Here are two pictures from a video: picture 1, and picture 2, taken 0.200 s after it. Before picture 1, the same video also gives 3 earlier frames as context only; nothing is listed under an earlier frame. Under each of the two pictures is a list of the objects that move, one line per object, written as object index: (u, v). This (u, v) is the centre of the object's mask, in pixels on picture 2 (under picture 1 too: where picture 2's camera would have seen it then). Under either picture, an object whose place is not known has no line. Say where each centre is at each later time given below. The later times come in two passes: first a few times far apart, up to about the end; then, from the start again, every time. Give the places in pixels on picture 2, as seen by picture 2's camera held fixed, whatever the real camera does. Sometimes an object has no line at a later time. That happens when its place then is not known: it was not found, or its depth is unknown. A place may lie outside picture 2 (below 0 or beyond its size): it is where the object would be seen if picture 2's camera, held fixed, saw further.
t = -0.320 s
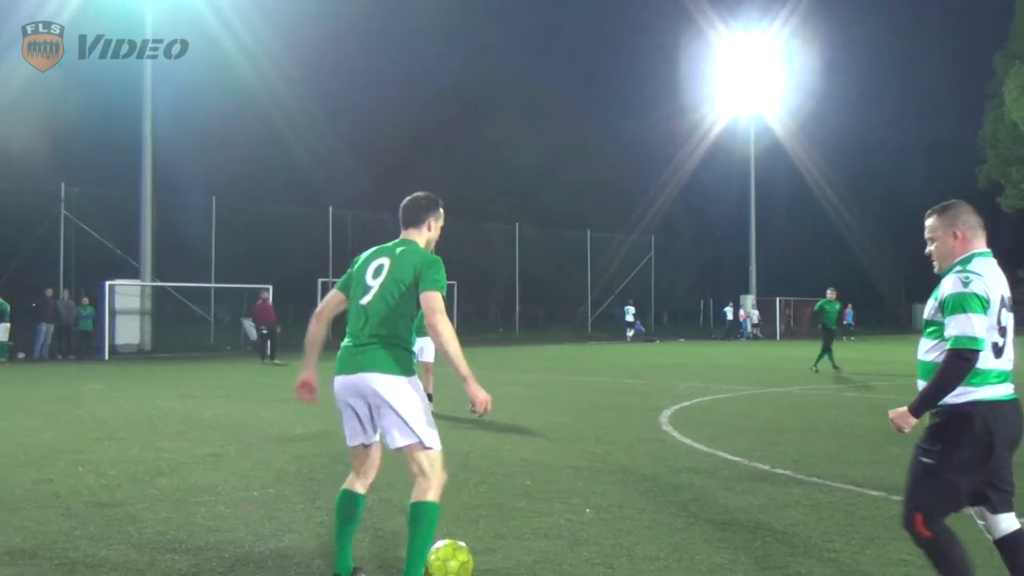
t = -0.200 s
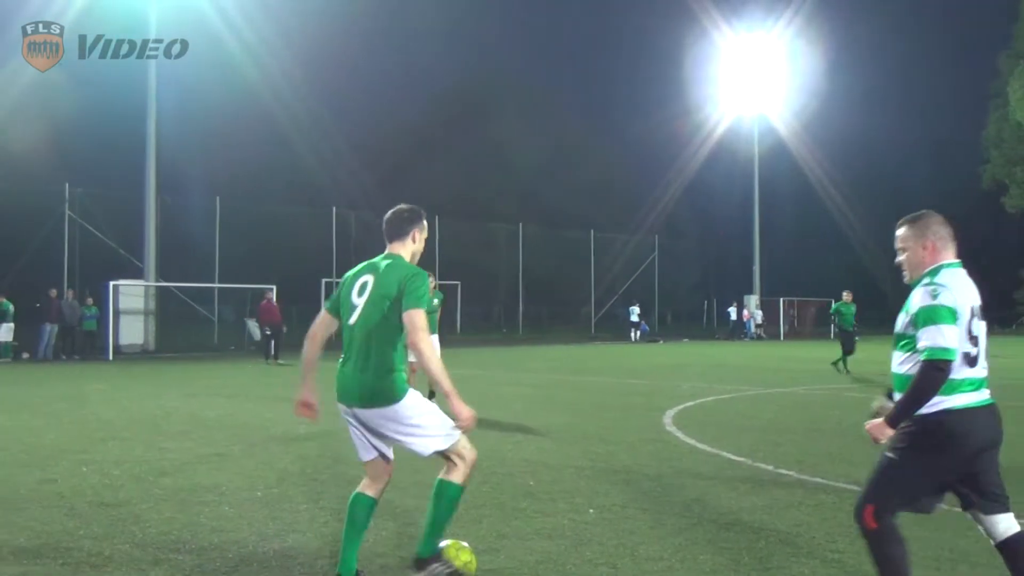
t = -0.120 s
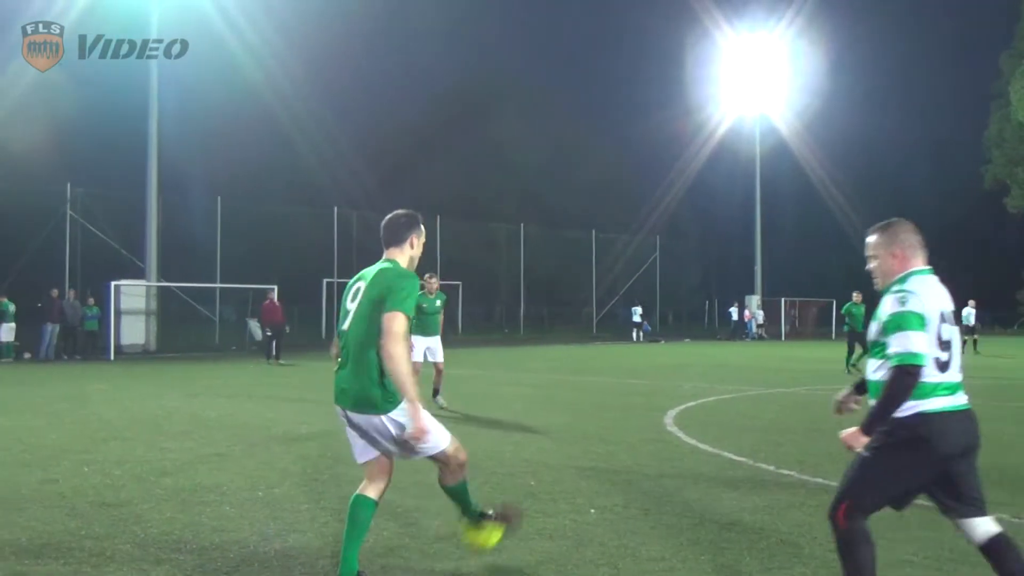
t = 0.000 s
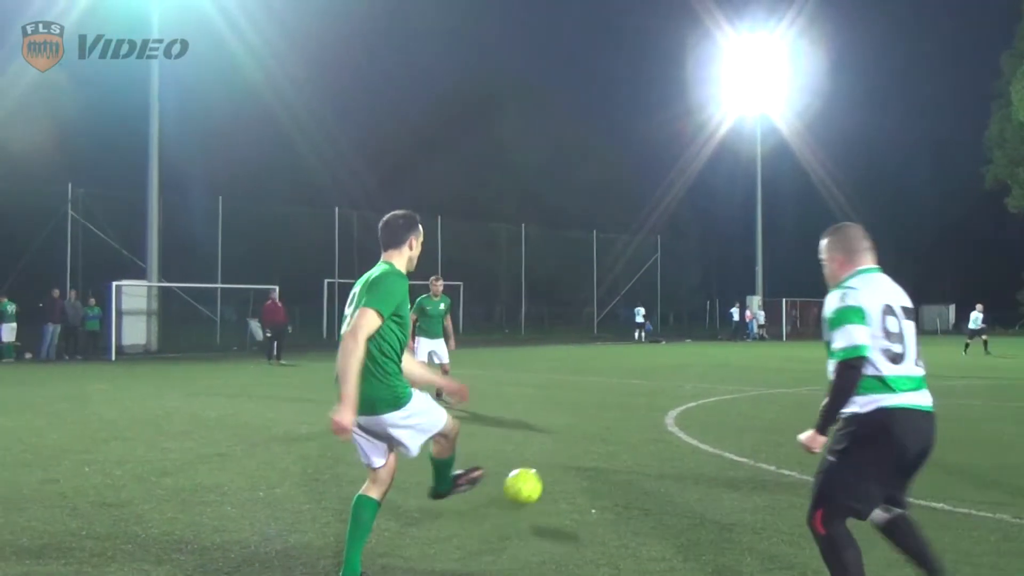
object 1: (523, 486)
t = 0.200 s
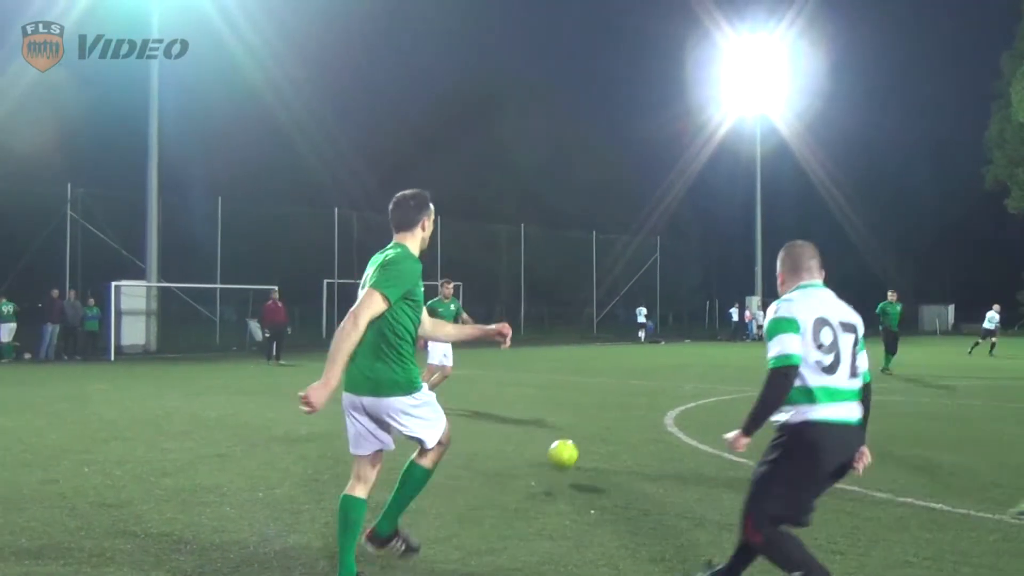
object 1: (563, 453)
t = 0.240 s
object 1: (569, 448)
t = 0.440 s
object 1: (592, 440)
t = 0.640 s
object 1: (607, 425)
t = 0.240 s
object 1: (569, 448)
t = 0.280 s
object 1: (574, 443)
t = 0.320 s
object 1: (579, 440)
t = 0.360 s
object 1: (583, 441)
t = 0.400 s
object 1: (587, 442)
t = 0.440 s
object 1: (592, 440)
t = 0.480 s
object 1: (595, 435)
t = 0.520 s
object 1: (598, 433)
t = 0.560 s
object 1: (601, 431)
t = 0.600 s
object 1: (604, 431)
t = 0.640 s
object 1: (607, 425)
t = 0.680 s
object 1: (610, 421)
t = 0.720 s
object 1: (612, 420)
